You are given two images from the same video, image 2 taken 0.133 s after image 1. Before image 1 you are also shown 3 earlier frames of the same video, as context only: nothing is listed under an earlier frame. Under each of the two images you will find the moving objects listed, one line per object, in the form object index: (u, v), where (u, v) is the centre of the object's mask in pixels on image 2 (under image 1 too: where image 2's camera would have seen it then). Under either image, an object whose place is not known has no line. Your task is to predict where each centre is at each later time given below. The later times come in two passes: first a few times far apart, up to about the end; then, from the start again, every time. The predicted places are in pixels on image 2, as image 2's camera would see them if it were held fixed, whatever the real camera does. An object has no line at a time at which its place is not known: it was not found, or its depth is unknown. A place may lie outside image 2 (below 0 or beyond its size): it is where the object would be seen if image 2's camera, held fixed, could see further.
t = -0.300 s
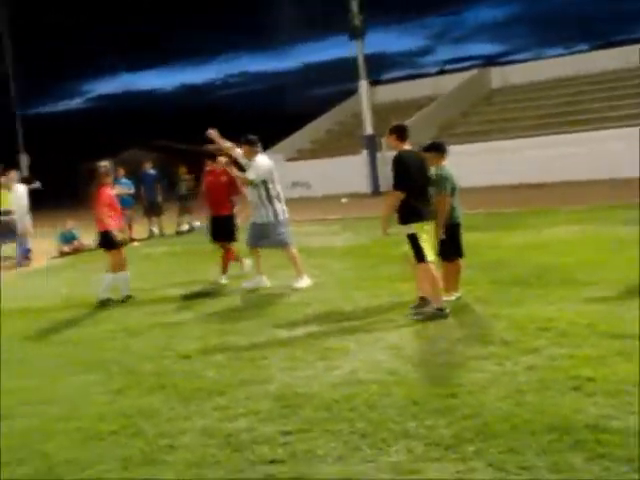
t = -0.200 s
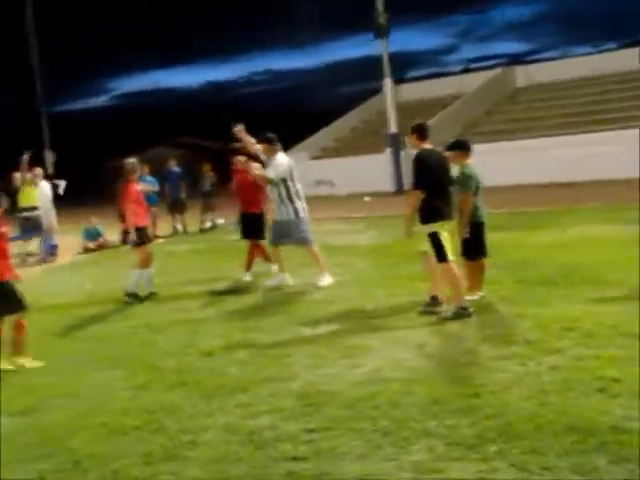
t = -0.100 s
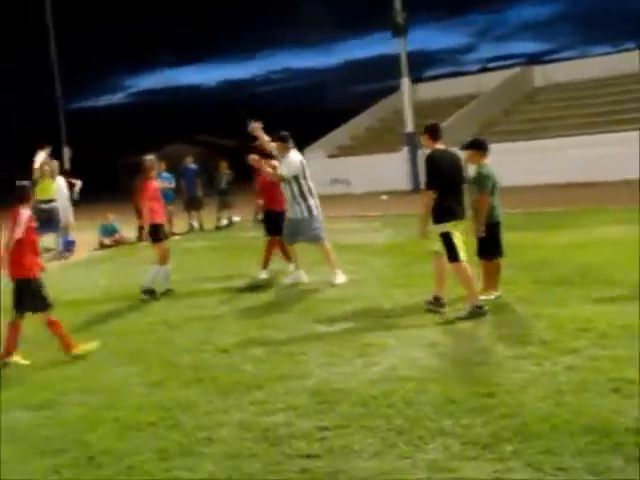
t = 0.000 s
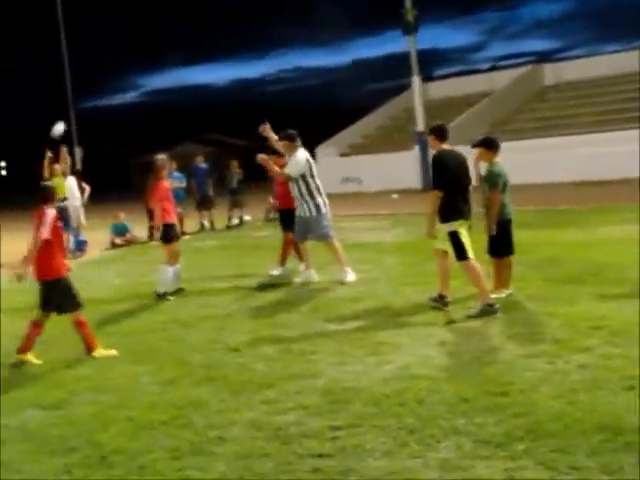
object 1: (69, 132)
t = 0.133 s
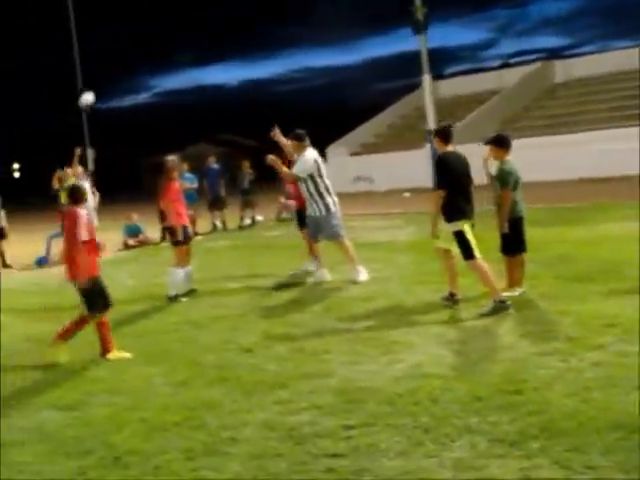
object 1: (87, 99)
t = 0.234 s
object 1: (101, 80)
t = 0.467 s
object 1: (142, 55)
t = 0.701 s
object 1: (198, 62)
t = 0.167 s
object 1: (91, 93)
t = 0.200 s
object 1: (96, 86)
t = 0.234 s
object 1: (101, 80)
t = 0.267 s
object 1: (107, 76)
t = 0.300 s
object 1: (112, 71)
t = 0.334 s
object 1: (117, 67)
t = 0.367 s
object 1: (123, 63)
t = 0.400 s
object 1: (129, 60)
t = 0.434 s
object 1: (135, 57)
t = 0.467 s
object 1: (142, 55)
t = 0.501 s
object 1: (149, 54)
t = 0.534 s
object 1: (156, 53)
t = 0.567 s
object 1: (164, 54)
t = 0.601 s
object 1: (172, 55)
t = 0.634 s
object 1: (180, 56)
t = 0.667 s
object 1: (189, 58)
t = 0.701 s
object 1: (198, 62)
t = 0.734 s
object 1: (208, 67)
